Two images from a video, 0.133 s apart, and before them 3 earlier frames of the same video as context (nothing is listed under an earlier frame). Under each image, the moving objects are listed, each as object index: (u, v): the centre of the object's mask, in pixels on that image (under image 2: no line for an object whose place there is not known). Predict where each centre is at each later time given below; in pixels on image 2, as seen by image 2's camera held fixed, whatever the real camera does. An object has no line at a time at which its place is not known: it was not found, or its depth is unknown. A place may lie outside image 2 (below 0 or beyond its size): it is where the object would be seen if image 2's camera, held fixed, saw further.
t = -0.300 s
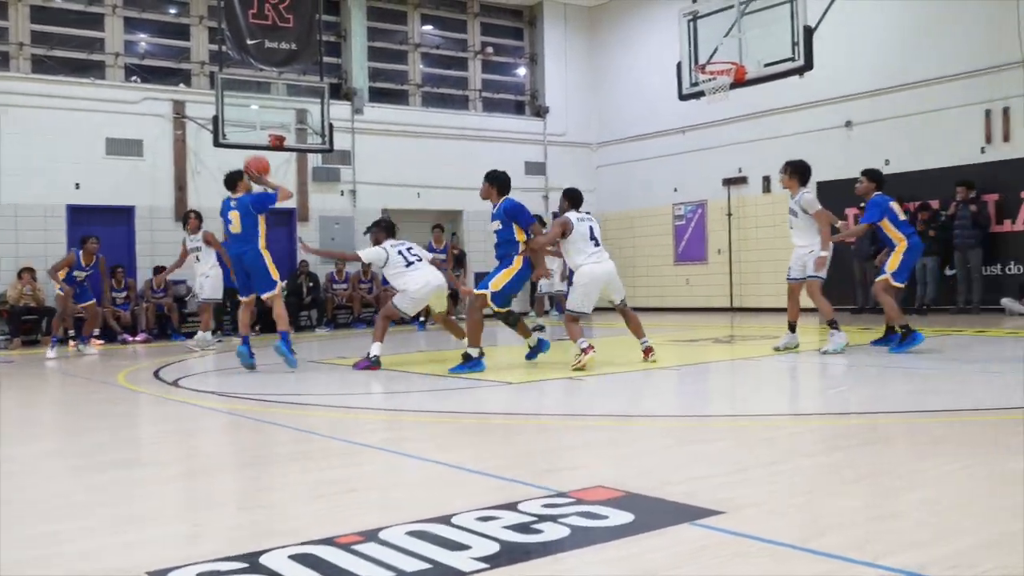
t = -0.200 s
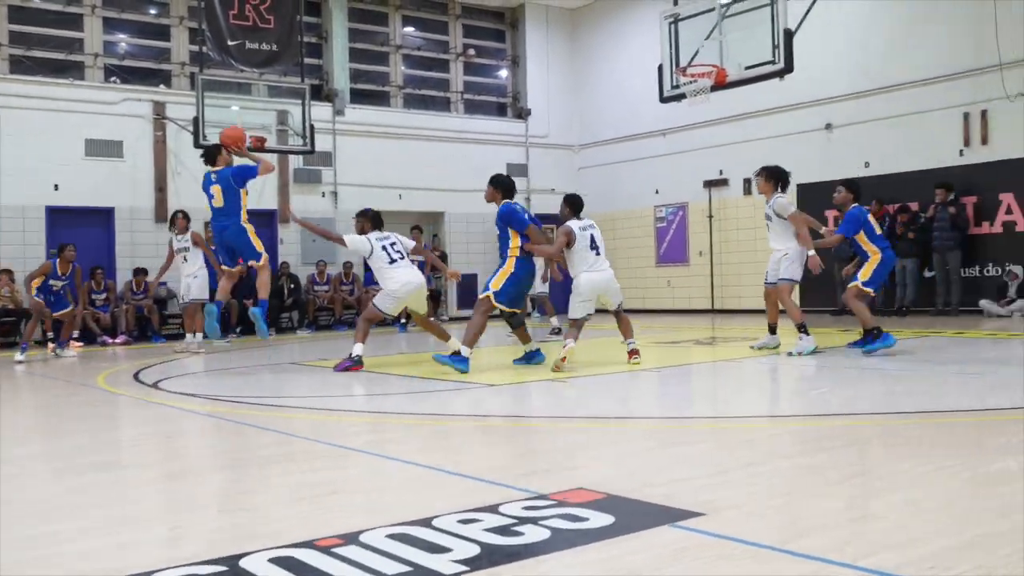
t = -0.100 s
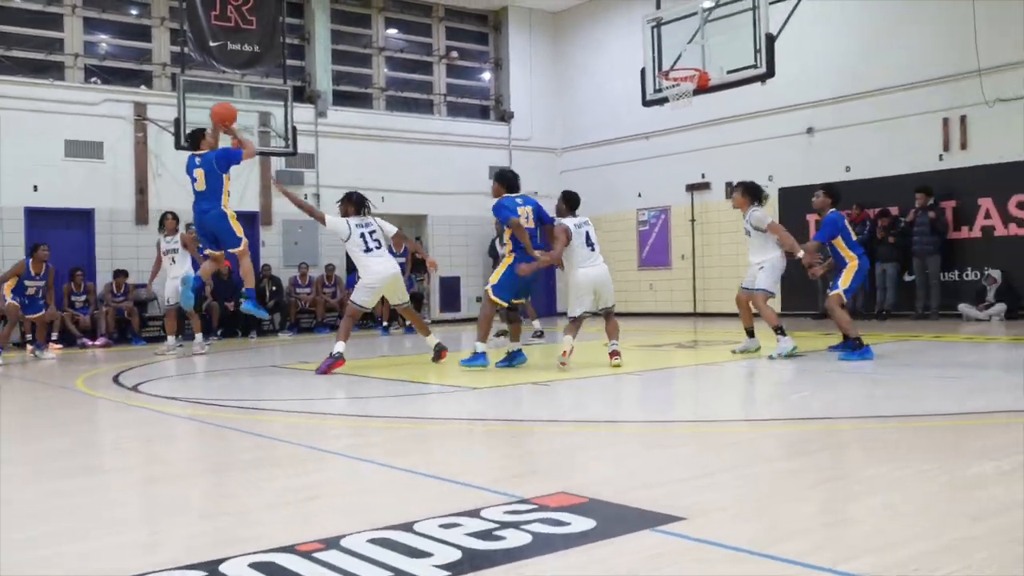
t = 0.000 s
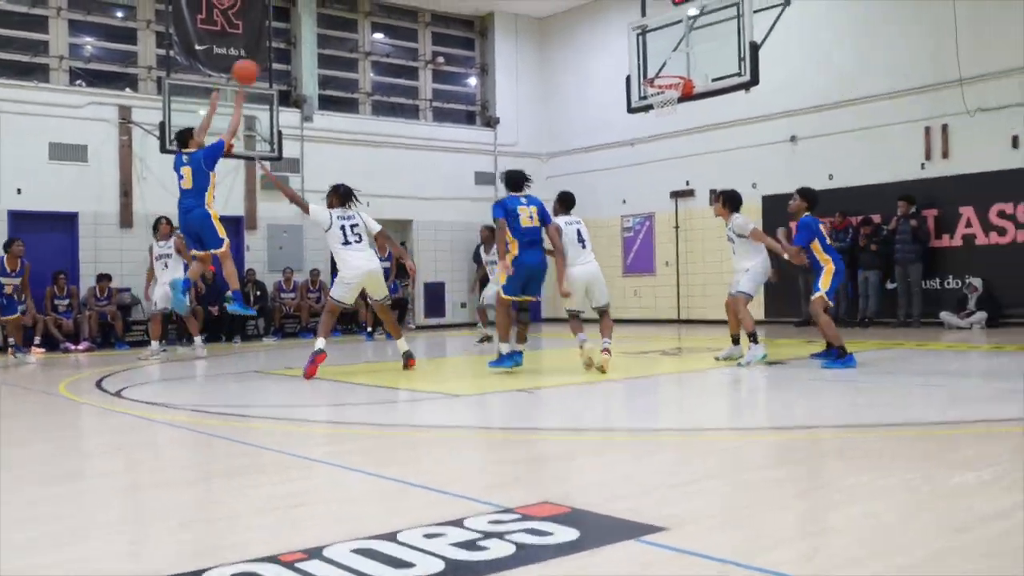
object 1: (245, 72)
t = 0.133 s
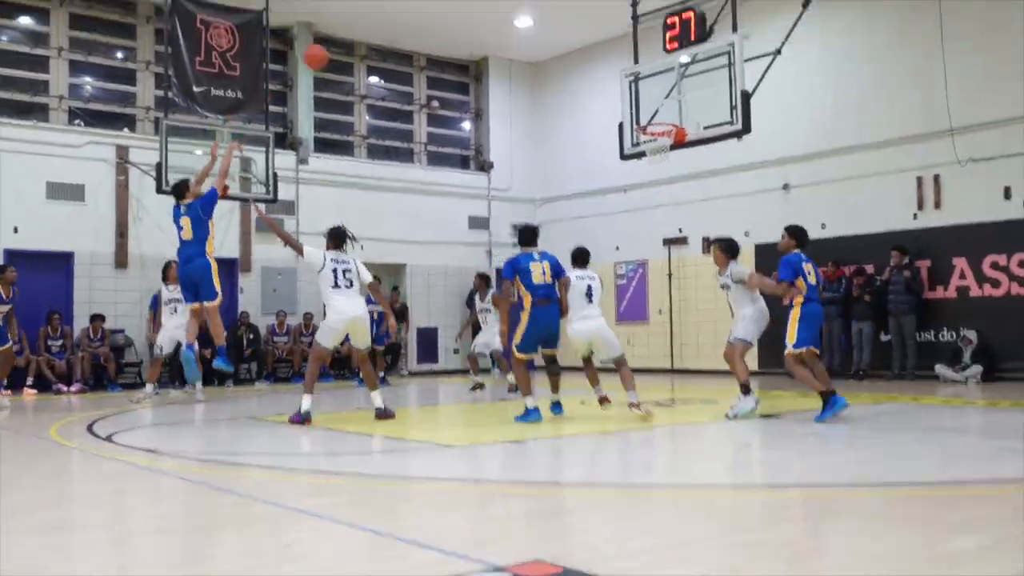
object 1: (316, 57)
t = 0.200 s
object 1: (348, 37)
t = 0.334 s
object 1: (412, 10)
